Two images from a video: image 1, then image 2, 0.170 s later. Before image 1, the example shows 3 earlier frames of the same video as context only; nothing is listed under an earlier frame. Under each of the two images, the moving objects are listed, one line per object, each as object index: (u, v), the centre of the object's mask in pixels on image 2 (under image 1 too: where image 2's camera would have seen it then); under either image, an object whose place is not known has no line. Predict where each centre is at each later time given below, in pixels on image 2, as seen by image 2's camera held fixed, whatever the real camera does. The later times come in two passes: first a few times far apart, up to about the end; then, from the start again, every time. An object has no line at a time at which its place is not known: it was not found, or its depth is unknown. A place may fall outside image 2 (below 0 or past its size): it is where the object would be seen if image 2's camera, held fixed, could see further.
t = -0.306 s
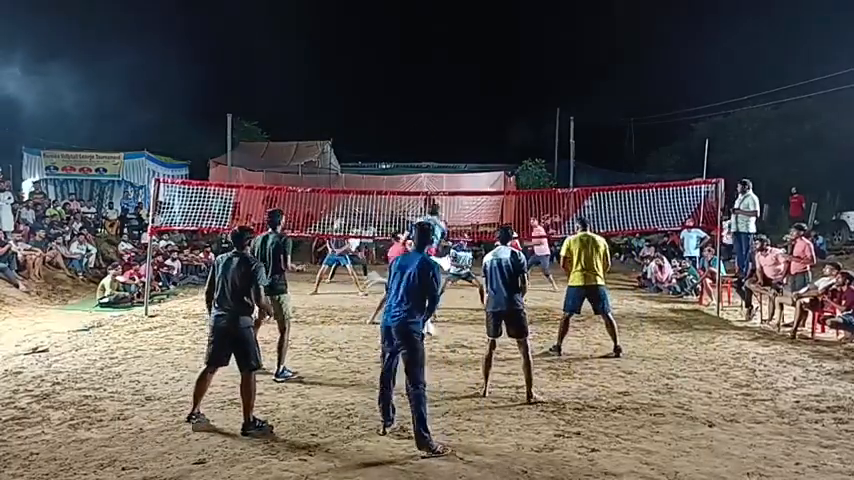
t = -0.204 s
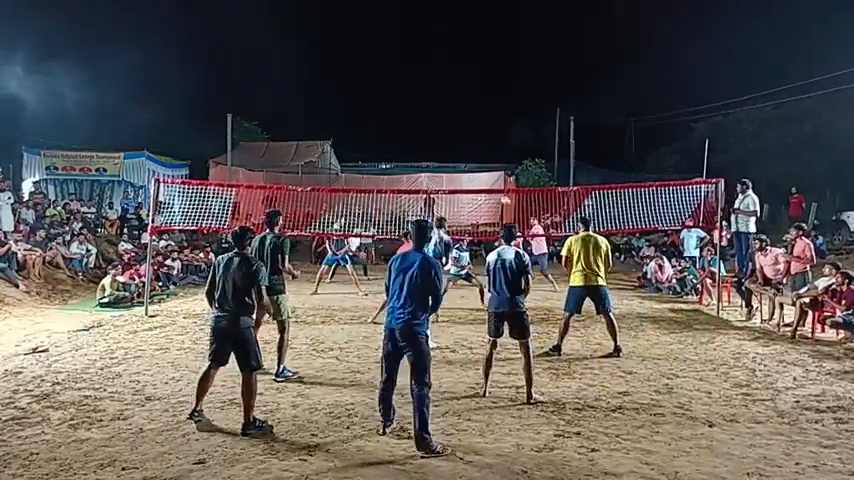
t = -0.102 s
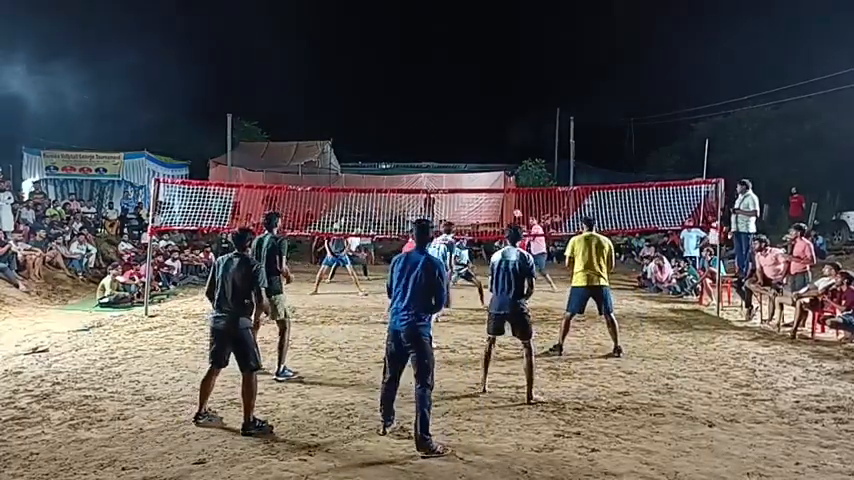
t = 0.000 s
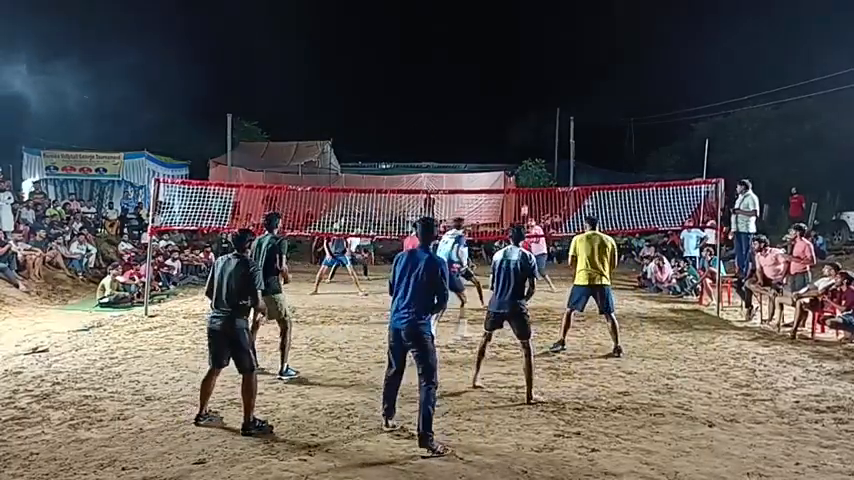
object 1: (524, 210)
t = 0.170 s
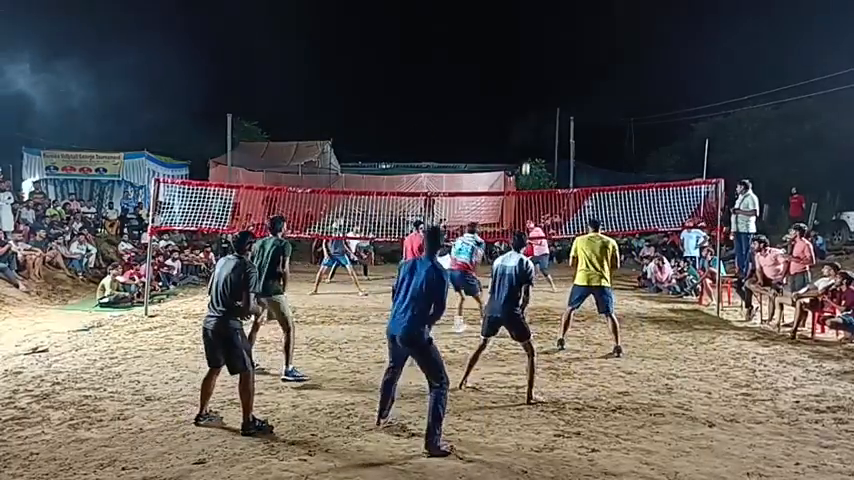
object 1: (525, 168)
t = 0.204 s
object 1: (526, 161)
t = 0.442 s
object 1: (525, 109)
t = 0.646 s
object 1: (520, 74)
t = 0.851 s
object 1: (511, 54)
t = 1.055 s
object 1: (489, 68)
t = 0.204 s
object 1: (526, 161)
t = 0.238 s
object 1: (526, 153)
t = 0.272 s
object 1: (526, 145)
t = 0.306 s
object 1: (526, 137)
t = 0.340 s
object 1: (526, 130)
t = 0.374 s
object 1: (525, 123)
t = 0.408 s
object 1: (525, 116)
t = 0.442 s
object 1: (525, 109)
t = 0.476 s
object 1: (524, 103)
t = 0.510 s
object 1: (523, 96)
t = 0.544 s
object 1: (523, 90)
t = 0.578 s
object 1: (522, 84)
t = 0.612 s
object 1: (521, 79)
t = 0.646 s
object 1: (520, 74)
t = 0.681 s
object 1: (519, 70)
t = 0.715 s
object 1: (517, 65)
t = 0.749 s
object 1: (516, 61)
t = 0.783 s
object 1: (515, 59)
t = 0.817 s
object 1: (513, 56)
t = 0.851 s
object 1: (511, 54)
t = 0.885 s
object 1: (508, 53)
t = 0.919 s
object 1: (506, 53)
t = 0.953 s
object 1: (500, 56)
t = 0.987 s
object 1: (497, 58)
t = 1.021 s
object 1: (493, 63)
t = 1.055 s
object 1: (489, 68)
